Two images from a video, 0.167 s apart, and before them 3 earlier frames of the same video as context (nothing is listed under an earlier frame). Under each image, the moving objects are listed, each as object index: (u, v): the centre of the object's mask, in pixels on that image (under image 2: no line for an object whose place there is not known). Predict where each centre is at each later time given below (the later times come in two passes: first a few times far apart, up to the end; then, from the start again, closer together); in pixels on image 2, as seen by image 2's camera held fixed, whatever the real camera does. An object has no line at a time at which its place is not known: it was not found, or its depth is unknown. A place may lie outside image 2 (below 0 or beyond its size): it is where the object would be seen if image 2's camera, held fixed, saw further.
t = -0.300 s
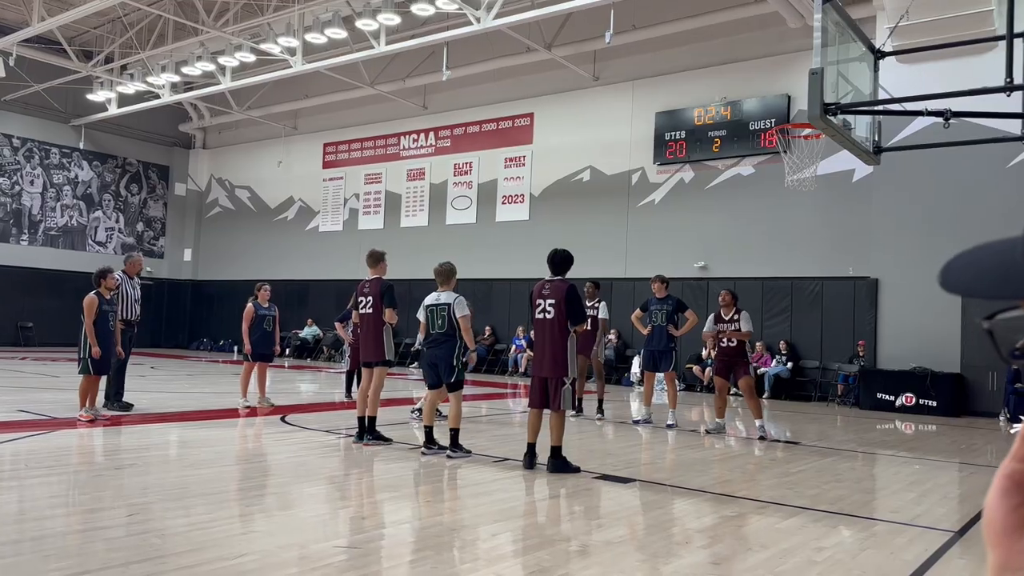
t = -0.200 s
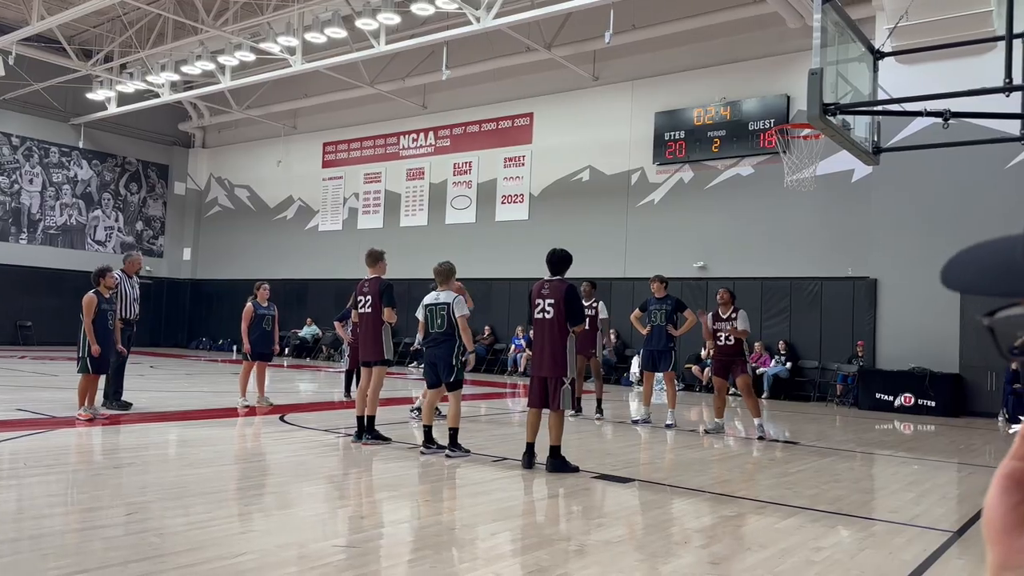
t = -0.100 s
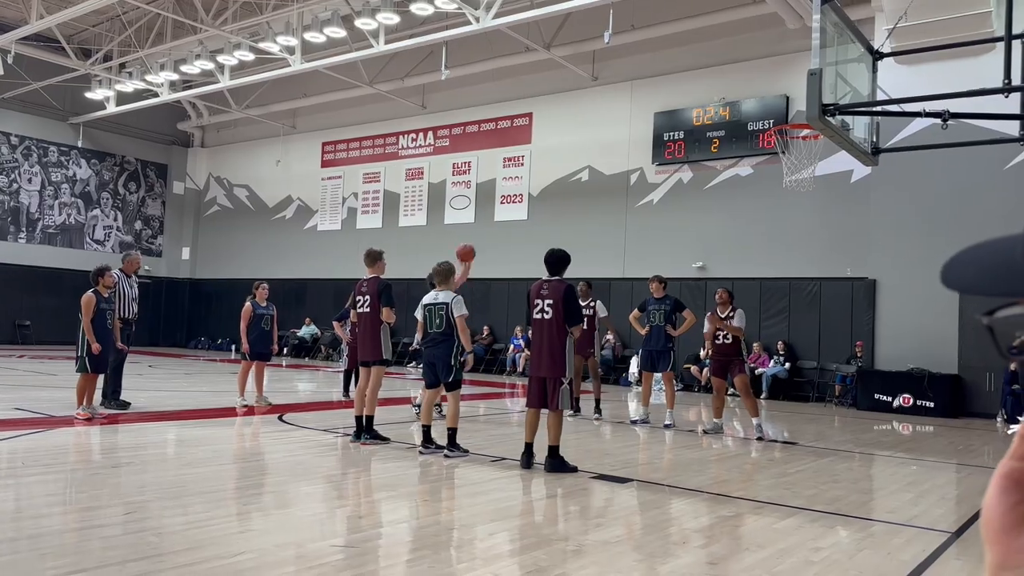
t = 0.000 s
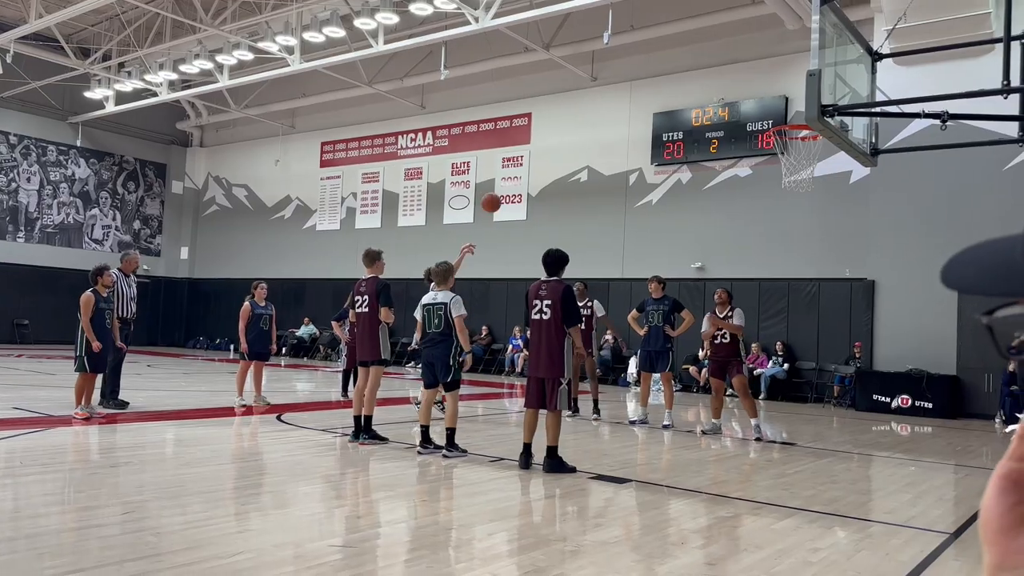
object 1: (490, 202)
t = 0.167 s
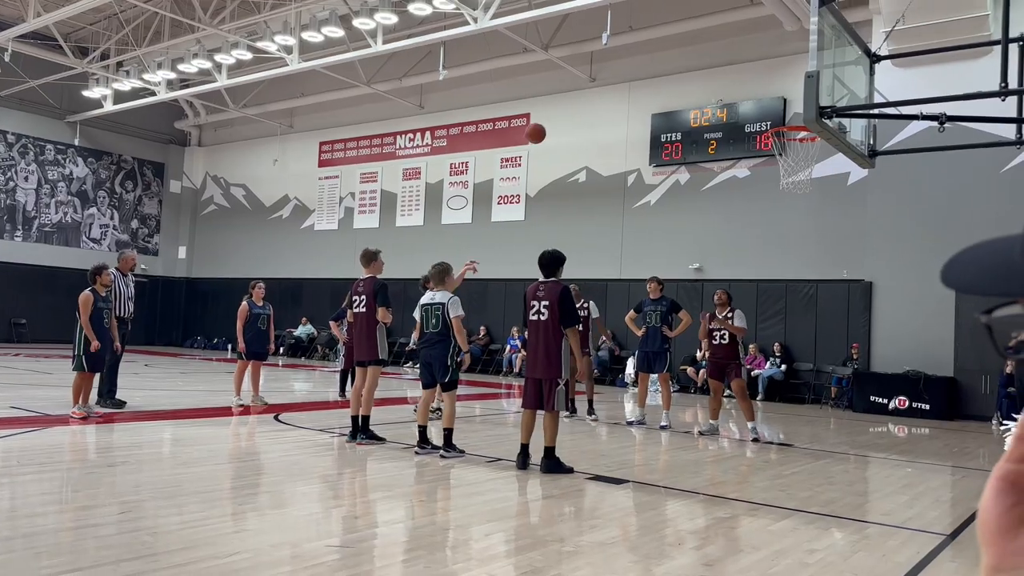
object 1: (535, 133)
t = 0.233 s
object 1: (554, 111)
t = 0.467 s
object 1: (623, 57)
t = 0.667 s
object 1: (686, 48)
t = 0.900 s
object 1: (767, 90)
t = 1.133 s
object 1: (783, 177)
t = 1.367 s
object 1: (756, 238)
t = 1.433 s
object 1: (748, 265)
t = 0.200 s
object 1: (545, 121)
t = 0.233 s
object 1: (554, 111)
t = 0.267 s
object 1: (564, 100)
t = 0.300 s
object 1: (574, 91)
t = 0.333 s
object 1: (583, 83)
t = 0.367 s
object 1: (593, 75)
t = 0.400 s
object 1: (603, 68)
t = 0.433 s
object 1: (613, 62)
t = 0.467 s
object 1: (623, 57)
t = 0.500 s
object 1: (633, 53)
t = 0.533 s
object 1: (644, 50)
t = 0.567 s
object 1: (654, 48)
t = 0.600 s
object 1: (665, 47)
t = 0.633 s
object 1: (676, 47)
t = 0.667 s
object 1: (686, 48)
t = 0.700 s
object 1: (697, 51)
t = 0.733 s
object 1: (709, 54)
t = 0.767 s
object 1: (720, 59)
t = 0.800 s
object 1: (732, 65)
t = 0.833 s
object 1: (743, 72)
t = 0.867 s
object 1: (755, 80)
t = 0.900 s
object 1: (767, 90)
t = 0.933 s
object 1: (779, 100)
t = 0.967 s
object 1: (790, 113)
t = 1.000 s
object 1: (796, 119)
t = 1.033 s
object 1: (804, 141)
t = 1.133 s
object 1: (783, 177)
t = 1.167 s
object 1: (779, 183)
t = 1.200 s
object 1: (775, 189)
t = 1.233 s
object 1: (771, 196)
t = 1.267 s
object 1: (767, 205)
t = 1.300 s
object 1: (763, 215)
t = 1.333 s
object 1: (760, 226)
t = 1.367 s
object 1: (756, 238)
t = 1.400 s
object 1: (752, 251)
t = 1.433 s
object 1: (748, 265)
